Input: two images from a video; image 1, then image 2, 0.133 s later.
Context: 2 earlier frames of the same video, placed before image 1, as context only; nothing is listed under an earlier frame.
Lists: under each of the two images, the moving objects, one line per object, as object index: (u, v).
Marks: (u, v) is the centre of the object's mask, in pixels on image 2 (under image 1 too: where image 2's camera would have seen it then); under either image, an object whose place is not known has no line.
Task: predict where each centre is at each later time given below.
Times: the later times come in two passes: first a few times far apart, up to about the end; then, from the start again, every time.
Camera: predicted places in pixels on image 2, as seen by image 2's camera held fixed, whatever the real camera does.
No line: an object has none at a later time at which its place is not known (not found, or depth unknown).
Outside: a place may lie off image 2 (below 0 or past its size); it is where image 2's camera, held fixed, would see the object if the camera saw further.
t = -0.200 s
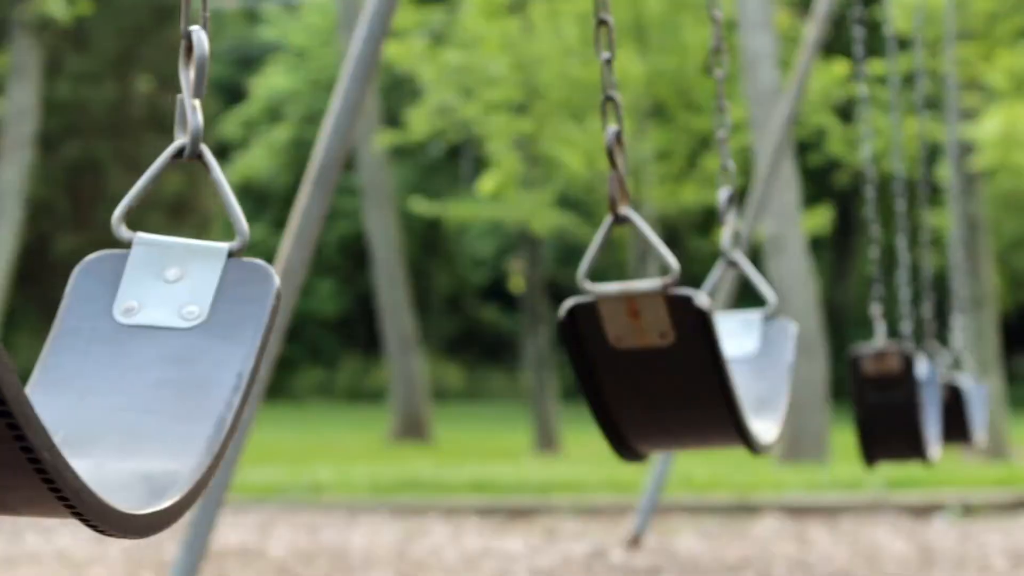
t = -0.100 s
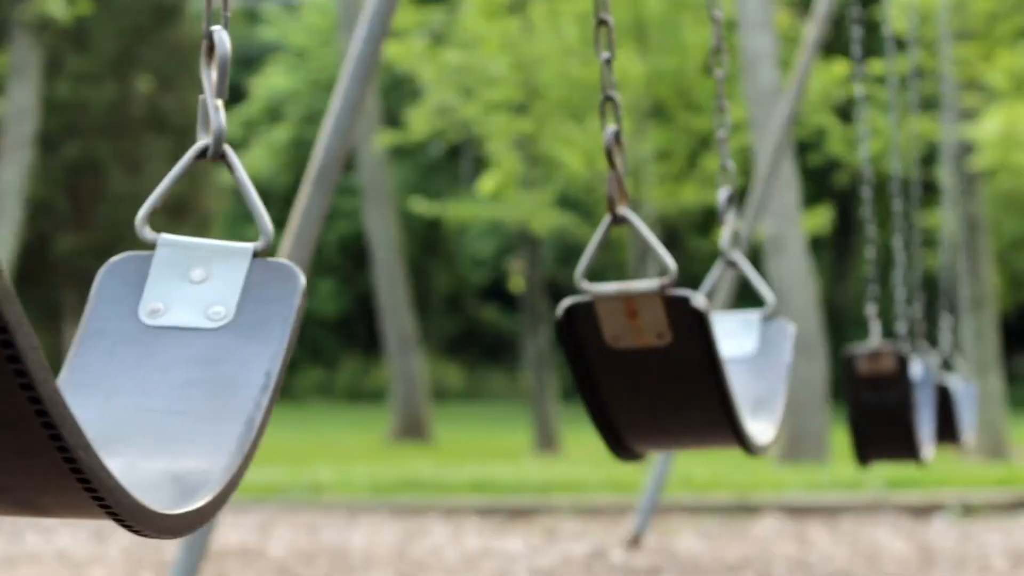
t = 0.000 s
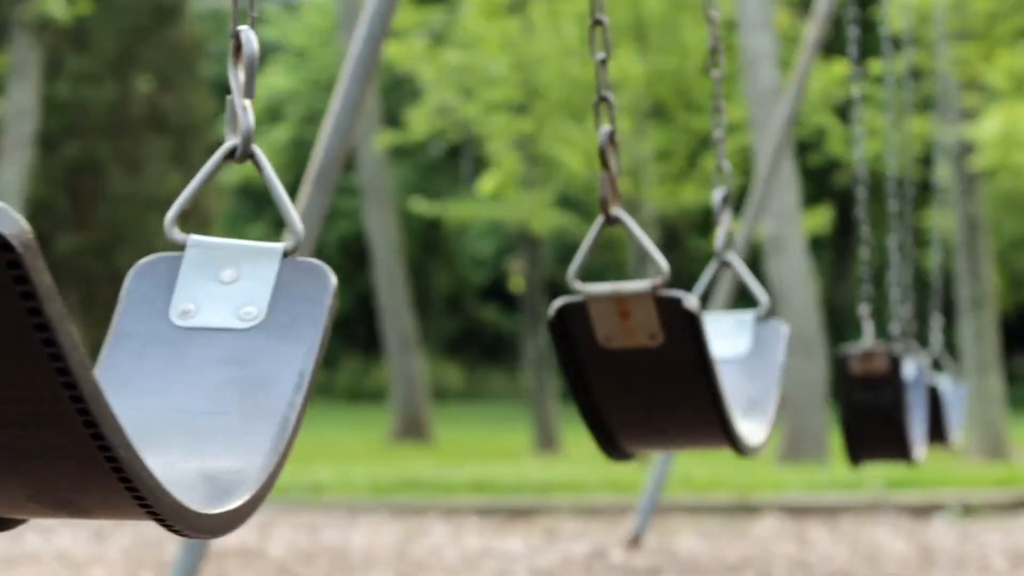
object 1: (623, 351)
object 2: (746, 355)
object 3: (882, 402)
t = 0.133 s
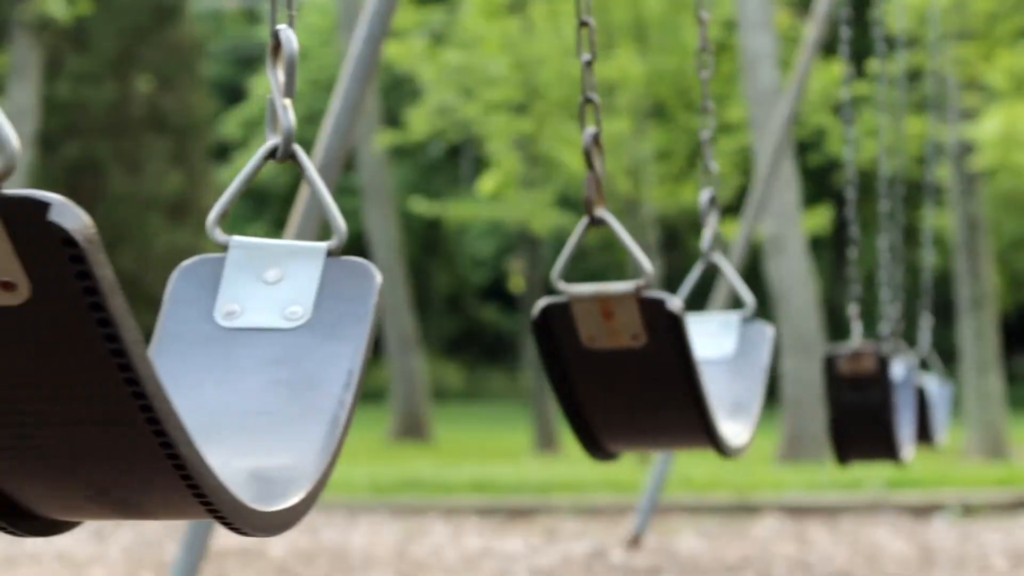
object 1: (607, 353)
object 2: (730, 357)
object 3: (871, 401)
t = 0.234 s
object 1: (592, 354)
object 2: (714, 357)
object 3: (861, 402)
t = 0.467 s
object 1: (552, 357)
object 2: (670, 351)
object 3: (840, 401)
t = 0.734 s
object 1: (534, 364)
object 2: (625, 354)
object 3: (823, 401)
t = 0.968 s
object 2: (606, 353)
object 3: (824, 400)
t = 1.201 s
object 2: (609, 353)
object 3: (837, 402)
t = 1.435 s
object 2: (634, 353)
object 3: (855, 402)
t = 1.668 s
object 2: (675, 351)
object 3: (878, 402)
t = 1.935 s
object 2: (723, 357)
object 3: (897, 400)
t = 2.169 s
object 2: (750, 354)
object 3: (899, 400)
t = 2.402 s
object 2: (754, 354)
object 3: (891, 400)
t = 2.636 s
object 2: (731, 356)
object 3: (871, 402)
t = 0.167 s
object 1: (602, 353)
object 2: (725, 357)
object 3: (868, 402)
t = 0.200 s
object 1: (597, 353)
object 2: (719, 357)
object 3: (864, 401)
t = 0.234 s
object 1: (592, 354)
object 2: (714, 357)
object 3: (861, 402)
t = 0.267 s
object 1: (587, 354)
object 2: (709, 357)
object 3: (858, 402)
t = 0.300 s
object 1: (581, 355)
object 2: (702, 357)
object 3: (855, 402)
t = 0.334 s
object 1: (575, 355)
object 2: (695, 350)
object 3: (852, 402)
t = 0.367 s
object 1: (569, 355)
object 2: (689, 350)
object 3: (849, 402)
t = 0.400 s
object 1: (563, 356)
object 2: (683, 351)
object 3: (846, 401)
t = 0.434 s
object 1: (556, 356)
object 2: (676, 351)
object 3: (843, 401)
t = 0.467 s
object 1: (552, 357)
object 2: (670, 351)
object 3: (840, 401)
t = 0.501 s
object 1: (549, 359)
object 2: (664, 352)
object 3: (838, 401)
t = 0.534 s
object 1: (547, 364)
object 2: (658, 352)
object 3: (835, 402)
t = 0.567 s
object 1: (545, 365)
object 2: (652, 353)
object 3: (833, 402)
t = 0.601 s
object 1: (543, 365)
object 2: (646, 353)
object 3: (829, 401)
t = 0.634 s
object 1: (541, 365)
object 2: (640, 353)
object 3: (827, 401)
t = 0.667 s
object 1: (538, 365)
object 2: (634, 353)
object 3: (825, 401)
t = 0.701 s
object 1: (536, 364)
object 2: (630, 354)
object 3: (824, 401)
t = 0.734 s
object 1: (534, 364)
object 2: (625, 354)
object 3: (823, 401)
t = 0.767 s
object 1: (530, 361)
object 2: (621, 354)
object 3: (823, 401)
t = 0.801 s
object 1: (527, 359)
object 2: (617, 353)
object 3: (822, 401)
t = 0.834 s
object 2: (614, 353)
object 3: (822, 401)
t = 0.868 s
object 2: (611, 353)
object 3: (822, 401)
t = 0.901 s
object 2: (609, 353)
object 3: (822, 401)
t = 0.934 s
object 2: (608, 353)
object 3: (823, 401)
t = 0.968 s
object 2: (606, 353)
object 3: (824, 400)
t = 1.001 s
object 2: (605, 353)
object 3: (825, 400)
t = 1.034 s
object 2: (605, 352)
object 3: (826, 400)
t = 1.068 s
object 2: (604, 353)
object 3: (827, 400)
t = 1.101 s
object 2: (604, 353)
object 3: (828, 400)
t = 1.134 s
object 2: (605, 353)
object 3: (831, 401)
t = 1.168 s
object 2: (607, 353)
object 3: (834, 402)
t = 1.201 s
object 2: (609, 353)
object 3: (837, 402)
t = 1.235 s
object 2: (611, 353)
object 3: (839, 402)
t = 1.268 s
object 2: (613, 353)
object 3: (841, 402)
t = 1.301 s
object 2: (617, 352)
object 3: (844, 402)
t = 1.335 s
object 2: (620, 353)
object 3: (846, 402)
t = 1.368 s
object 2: (625, 353)
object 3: (849, 402)
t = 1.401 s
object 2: (629, 353)
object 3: (852, 402)
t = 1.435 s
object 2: (634, 353)
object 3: (855, 402)
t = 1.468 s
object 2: (639, 352)
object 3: (859, 402)
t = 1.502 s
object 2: (645, 352)
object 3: (862, 402)
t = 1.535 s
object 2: (650, 352)
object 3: (866, 402)
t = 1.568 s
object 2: (656, 352)
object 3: (869, 402)
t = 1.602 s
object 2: (662, 352)
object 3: (872, 402)
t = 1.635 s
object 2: (669, 352)
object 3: (875, 402)
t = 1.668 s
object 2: (675, 351)
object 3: (878, 402)
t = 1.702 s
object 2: (681, 351)
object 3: (881, 400)
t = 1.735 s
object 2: (687, 351)
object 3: (883, 400)
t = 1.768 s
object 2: (693, 350)
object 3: (887, 400)
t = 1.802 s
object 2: (699, 350)
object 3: (889, 400)
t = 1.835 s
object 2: (705, 349)
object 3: (891, 400)
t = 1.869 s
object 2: (713, 357)
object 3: (893, 400)
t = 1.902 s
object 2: (718, 357)
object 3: (895, 400)
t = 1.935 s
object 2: (723, 357)
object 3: (897, 400)
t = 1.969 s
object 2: (729, 357)
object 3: (898, 400)
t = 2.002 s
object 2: (733, 356)
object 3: (899, 400)
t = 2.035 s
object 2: (737, 356)
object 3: (899, 400)
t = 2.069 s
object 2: (741, 356)
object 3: (899, 400)
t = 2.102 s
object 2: (744, 355)
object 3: (899, 400)
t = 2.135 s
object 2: (747, 354)
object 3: (899, 400)
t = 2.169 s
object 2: (750, 354)
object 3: (899, 400)
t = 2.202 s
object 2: (753, 354)
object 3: (899, 400)
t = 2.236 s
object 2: (754, 353)
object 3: (898, 400)
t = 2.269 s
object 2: (756, 353)
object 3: (897, 401)
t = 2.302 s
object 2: (756, 353)
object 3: (895, 401)
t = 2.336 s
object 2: (756, 353)
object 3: (894, 400)
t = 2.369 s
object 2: (755, 353)
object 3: (892, 400)
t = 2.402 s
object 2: (754, 354)
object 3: (891, 400)
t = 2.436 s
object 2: (752, 354)
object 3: (889, 400)
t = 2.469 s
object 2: (749, 354)
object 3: (886, 400)
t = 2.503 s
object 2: (746, 354)
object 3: (883, 400)
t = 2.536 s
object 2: (743, 355)
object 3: (881, 401)
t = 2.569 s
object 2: (739, 355)
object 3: (878, 401)
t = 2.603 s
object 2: (735, 356)
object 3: (875, 401)
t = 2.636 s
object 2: (731, 356)
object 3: (871, 402)
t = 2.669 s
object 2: (721, 357)
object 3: (865, 402)
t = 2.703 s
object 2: (715, 357)
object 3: (861, 402)
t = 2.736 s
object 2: (709, 357)
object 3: (858, 402)
